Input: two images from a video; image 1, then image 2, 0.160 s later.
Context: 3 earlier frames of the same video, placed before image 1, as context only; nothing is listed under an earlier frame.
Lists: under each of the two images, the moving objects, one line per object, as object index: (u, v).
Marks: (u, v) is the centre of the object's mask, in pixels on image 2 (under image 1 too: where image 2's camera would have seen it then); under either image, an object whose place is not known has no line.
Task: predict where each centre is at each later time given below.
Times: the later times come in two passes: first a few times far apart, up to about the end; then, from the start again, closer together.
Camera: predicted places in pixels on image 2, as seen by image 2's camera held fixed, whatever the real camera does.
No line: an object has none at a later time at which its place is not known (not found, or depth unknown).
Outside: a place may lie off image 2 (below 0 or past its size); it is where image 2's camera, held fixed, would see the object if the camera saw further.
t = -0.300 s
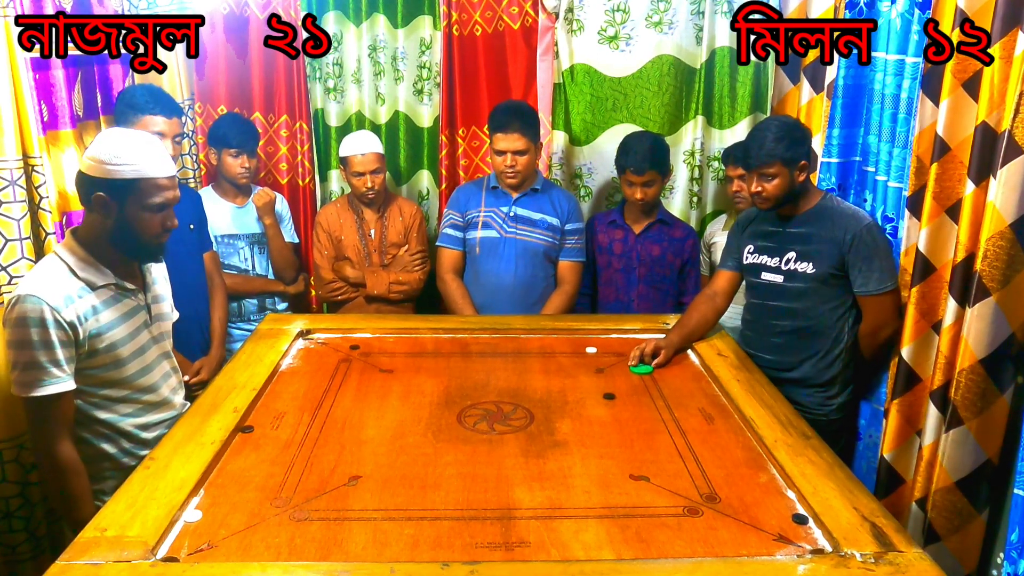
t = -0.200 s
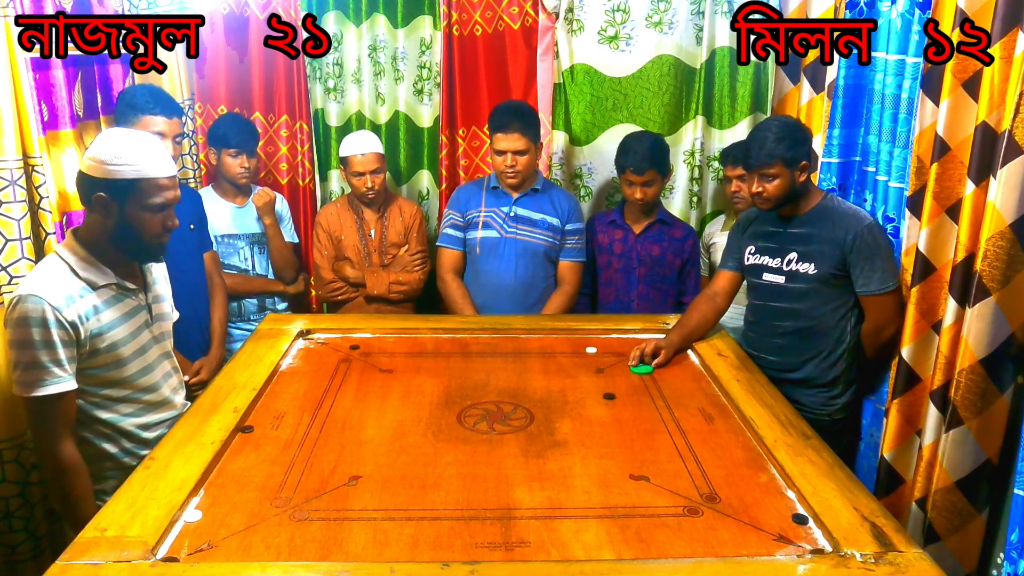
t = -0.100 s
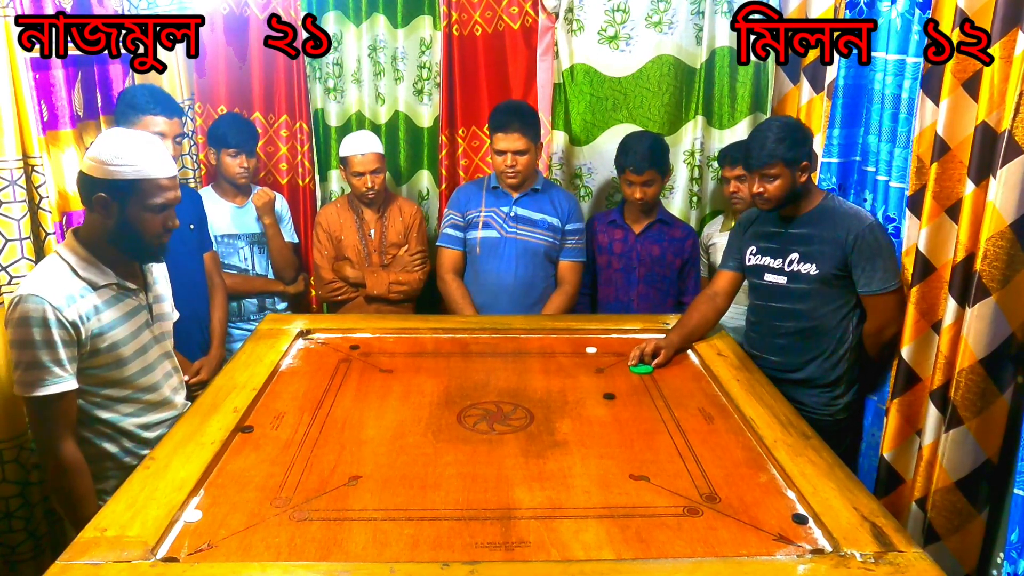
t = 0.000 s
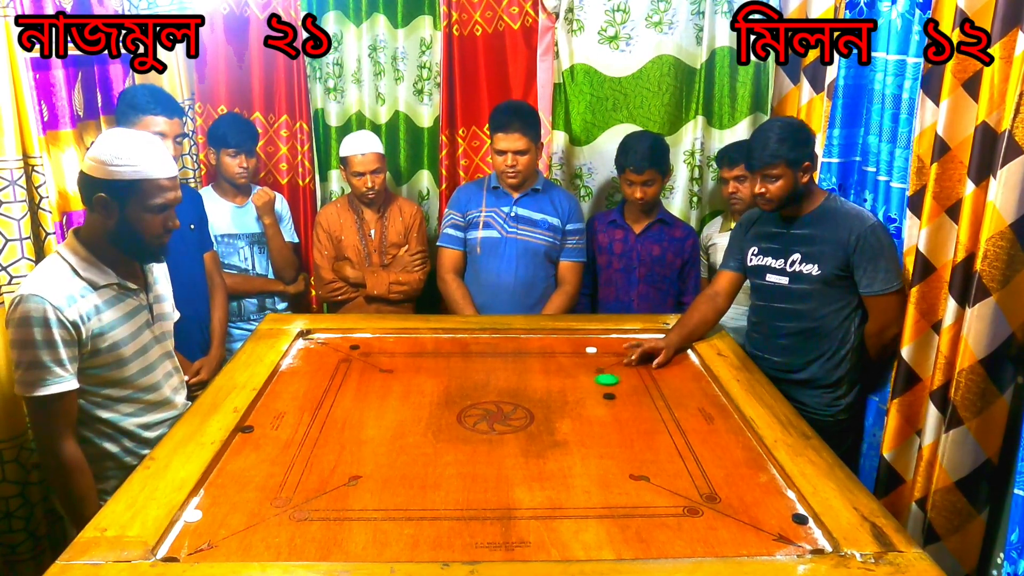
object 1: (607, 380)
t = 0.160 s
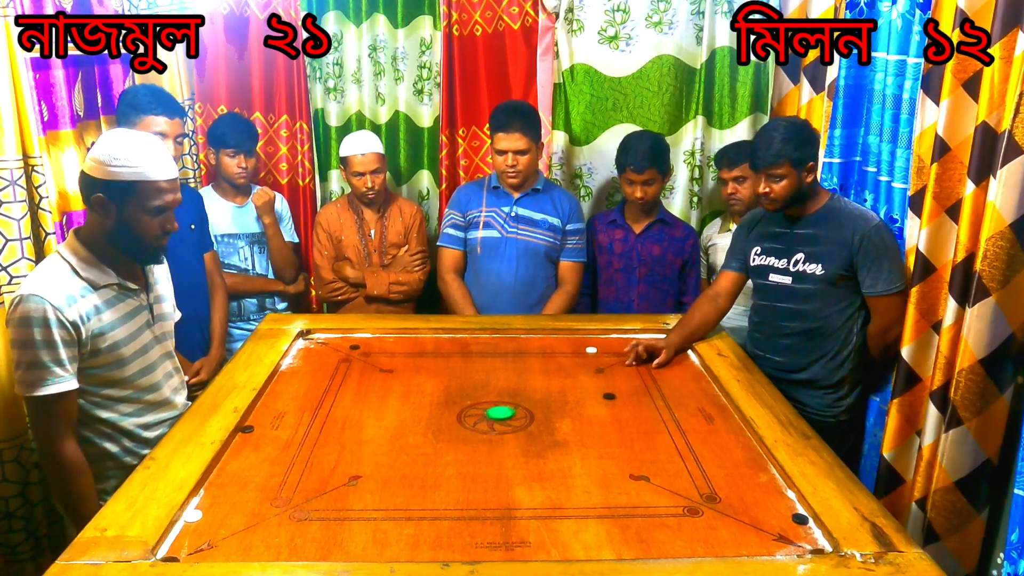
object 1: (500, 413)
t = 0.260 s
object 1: (427, 436)
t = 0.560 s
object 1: (202, 512)
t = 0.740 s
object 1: (193, 531)
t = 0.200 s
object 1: (471, 422)
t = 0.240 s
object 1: (442, 432)
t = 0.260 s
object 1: (427, 436)
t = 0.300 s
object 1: (397, 446)
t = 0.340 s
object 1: (365, 456)
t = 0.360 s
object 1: (349, 461)
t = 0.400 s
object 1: (317, 472)
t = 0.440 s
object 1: (283, 483)
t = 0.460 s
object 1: (266, 489)
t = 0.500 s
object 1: (230, 500)
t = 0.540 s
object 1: (203, 509)
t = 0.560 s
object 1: (202, 512)
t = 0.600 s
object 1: (199, 517)
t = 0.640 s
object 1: (197, 522)
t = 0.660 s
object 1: (196, 524)
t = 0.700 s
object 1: (194, 528)
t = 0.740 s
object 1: (193, 531)
